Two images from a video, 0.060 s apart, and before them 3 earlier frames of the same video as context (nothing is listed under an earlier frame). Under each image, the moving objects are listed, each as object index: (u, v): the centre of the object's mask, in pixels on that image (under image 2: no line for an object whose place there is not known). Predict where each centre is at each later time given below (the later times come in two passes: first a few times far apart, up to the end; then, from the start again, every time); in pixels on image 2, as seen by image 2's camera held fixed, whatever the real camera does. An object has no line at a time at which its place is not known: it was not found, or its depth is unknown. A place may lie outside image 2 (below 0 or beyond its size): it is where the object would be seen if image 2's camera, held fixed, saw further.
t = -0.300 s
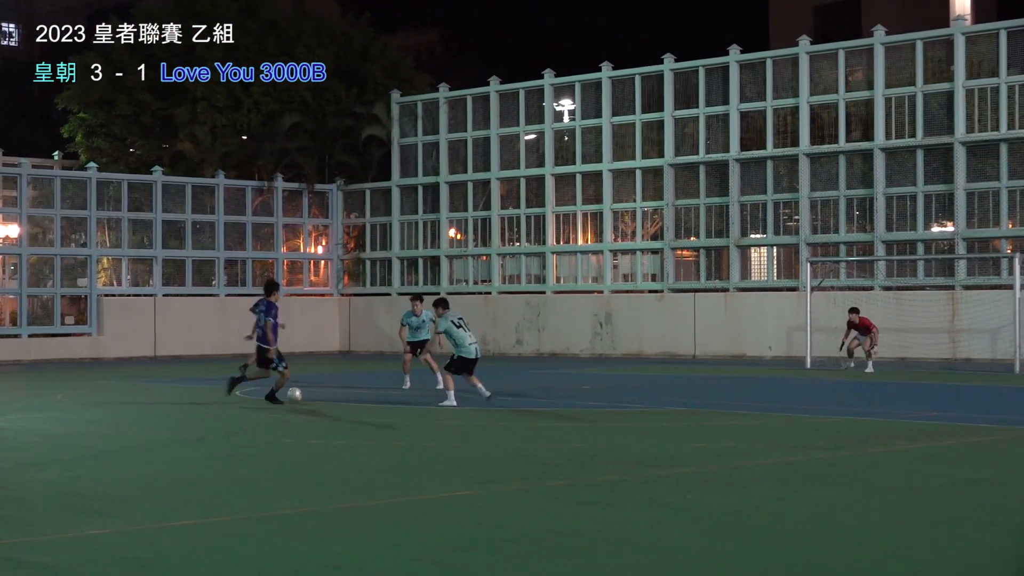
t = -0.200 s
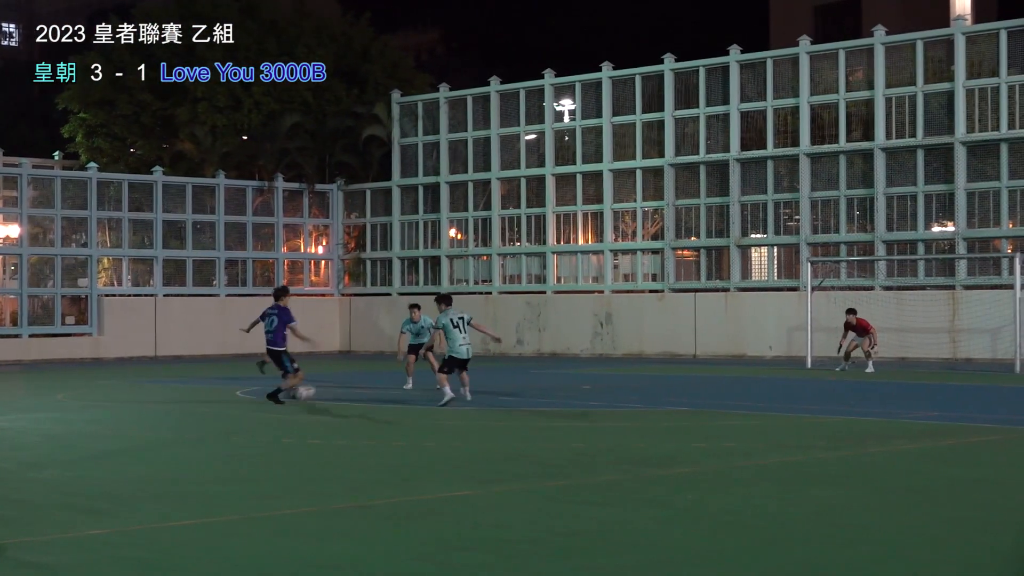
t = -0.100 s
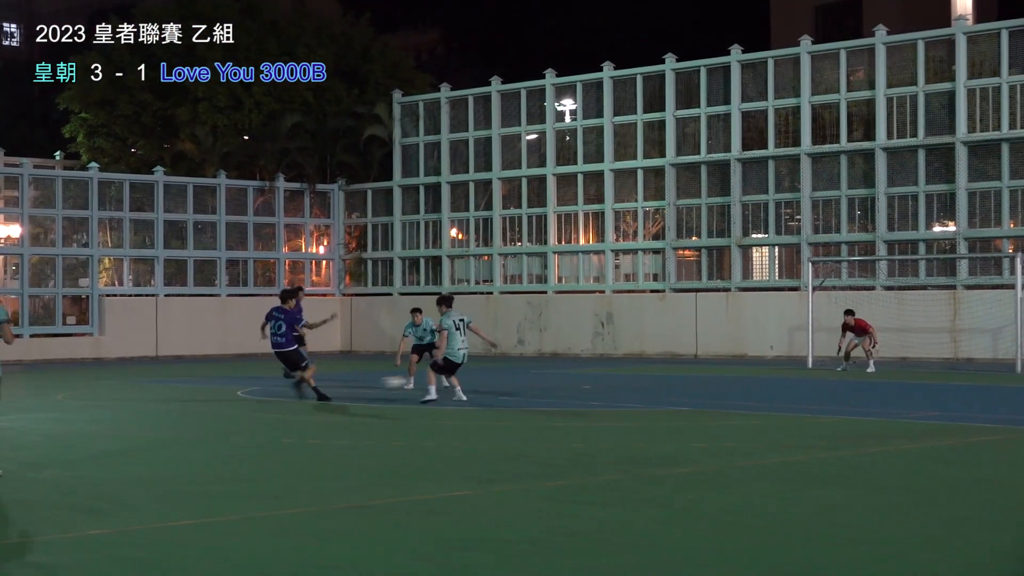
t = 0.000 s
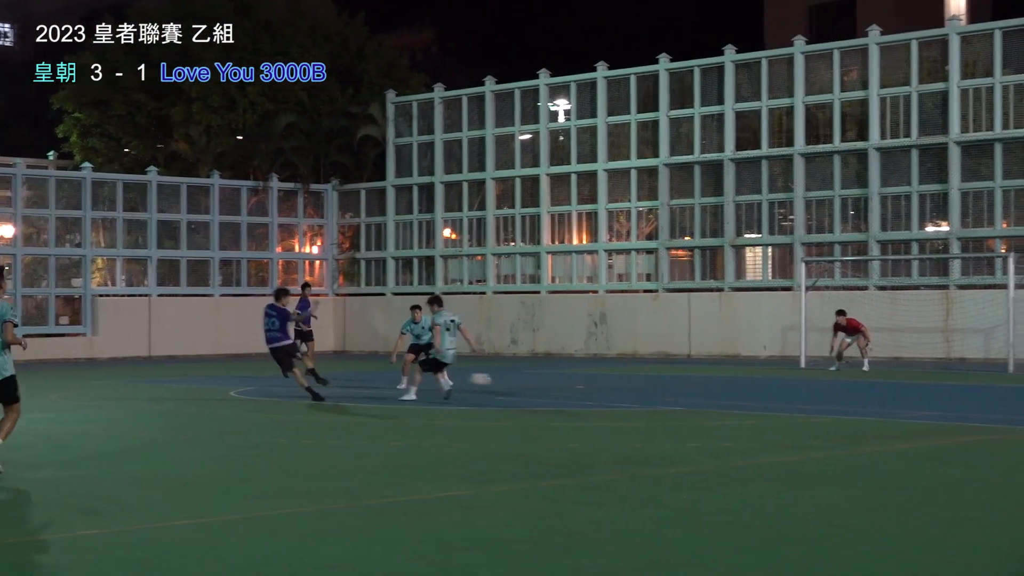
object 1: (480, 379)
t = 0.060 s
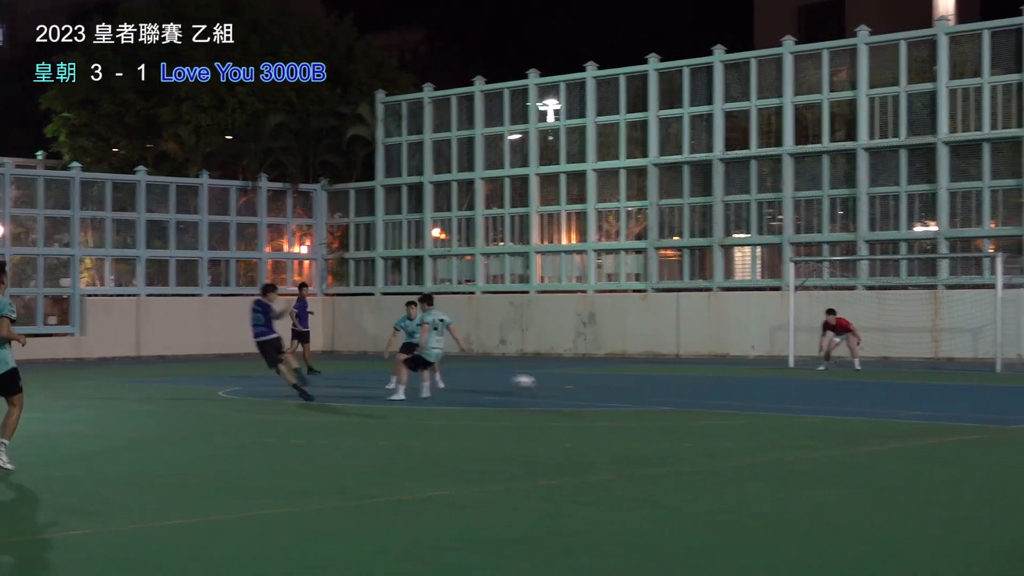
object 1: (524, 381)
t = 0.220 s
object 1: (673, 398)
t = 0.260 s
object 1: (704, 394)
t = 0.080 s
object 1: (543, 382)
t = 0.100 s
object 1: (562, 383)
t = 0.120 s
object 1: (579, 385)
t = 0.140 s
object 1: (598, 387)
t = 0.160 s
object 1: (617, 390)
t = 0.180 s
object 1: (636, 393)
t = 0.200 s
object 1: (655, 396)
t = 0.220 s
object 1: (673, 398)
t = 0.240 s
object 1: (688, 397)
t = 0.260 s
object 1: (704, 394)
